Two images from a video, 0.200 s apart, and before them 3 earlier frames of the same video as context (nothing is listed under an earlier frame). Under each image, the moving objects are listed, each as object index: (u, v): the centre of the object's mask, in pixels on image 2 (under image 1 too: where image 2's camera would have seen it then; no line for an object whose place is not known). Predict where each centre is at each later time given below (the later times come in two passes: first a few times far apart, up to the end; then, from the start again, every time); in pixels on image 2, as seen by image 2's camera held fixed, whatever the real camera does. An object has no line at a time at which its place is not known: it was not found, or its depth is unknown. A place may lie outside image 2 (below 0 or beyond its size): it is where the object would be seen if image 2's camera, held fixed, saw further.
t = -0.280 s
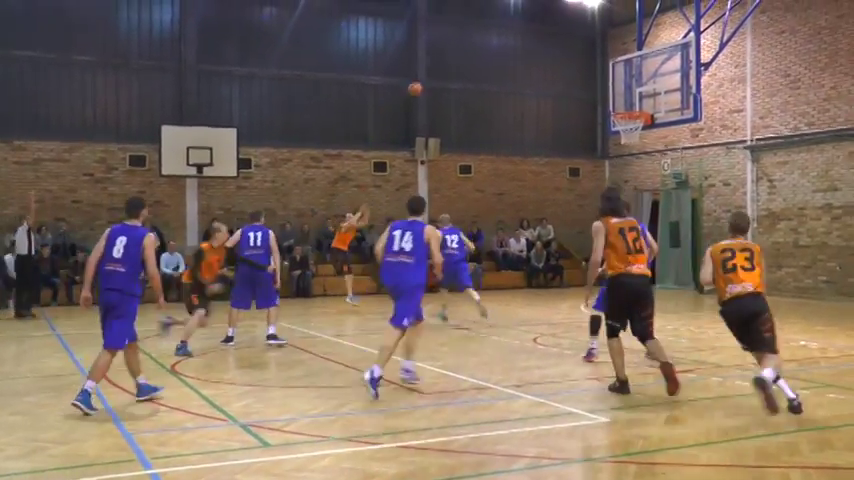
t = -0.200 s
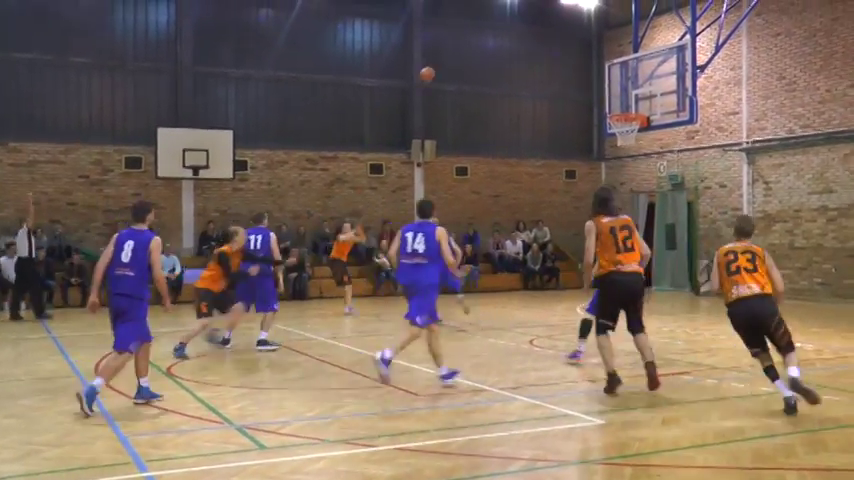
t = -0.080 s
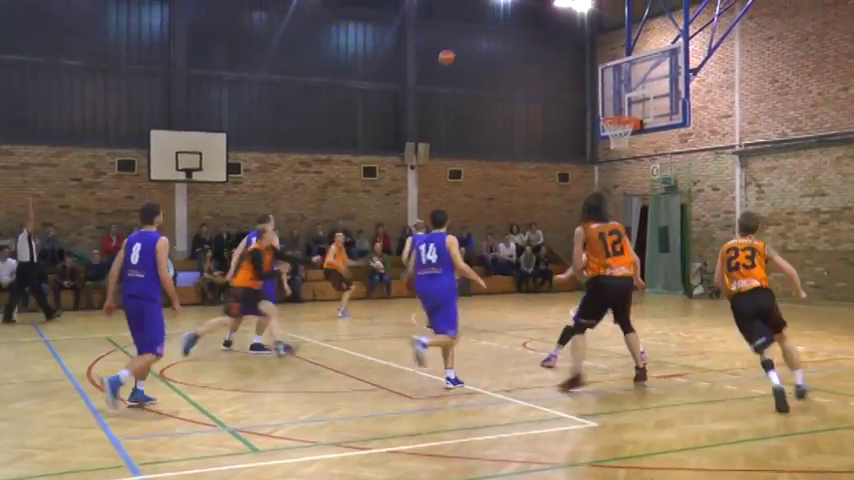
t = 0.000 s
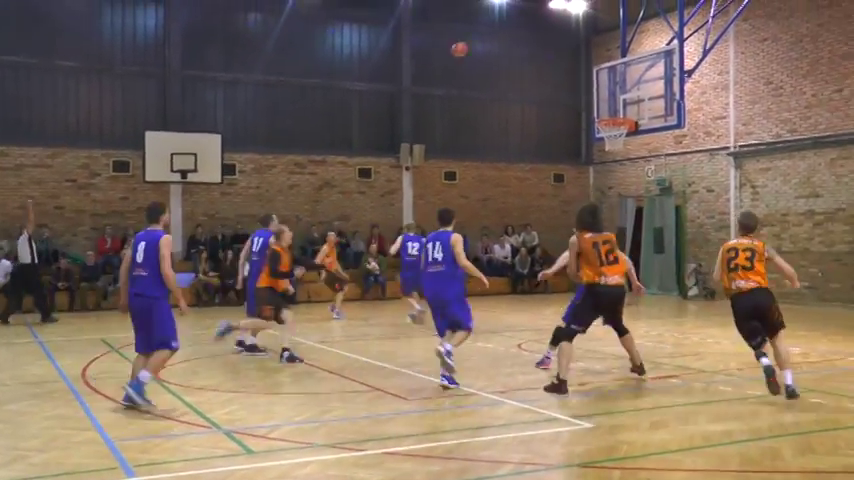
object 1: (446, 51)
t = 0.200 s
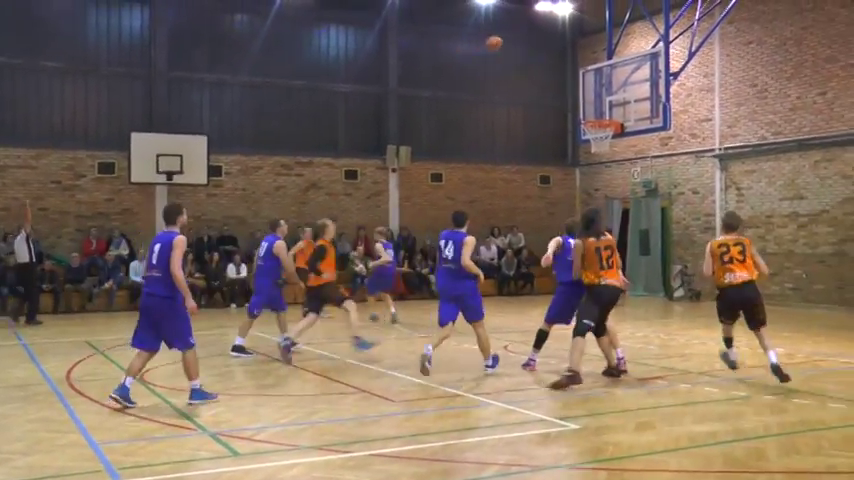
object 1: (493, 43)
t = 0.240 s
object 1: (503, 44)
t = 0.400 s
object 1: (546, 62)
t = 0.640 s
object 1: (607, 103)
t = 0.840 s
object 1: (611, 58)
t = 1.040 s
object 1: (616, 41)
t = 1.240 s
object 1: (622, 53)
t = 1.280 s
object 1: (622, 58)
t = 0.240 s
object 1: (503, 44)
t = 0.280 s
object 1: (514, 48)
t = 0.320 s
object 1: (524, 52)
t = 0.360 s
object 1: (534, 56)
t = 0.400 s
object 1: (546, 62)
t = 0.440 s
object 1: (557, 69)
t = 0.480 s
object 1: (568, 78)
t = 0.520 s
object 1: (581, 87)
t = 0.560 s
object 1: (592, 100)
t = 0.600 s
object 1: (603, 111)
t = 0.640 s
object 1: (607, 103)
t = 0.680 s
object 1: (609, 92)
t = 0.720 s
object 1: (610, 84)
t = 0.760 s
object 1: (610, 73)
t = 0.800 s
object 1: (611, 65)
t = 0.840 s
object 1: (611, 58)
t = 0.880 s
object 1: (612, 53)
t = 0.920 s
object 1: (614, 49)
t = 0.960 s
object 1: (615, 44)
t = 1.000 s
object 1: (615, 42)
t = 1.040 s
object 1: (616, 41)
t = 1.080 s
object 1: (617, 41)
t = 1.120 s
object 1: (618, 42)
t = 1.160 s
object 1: (620, 45)
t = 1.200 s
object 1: (620, 48)
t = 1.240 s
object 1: (622, 53)
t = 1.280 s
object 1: (622, 58)
